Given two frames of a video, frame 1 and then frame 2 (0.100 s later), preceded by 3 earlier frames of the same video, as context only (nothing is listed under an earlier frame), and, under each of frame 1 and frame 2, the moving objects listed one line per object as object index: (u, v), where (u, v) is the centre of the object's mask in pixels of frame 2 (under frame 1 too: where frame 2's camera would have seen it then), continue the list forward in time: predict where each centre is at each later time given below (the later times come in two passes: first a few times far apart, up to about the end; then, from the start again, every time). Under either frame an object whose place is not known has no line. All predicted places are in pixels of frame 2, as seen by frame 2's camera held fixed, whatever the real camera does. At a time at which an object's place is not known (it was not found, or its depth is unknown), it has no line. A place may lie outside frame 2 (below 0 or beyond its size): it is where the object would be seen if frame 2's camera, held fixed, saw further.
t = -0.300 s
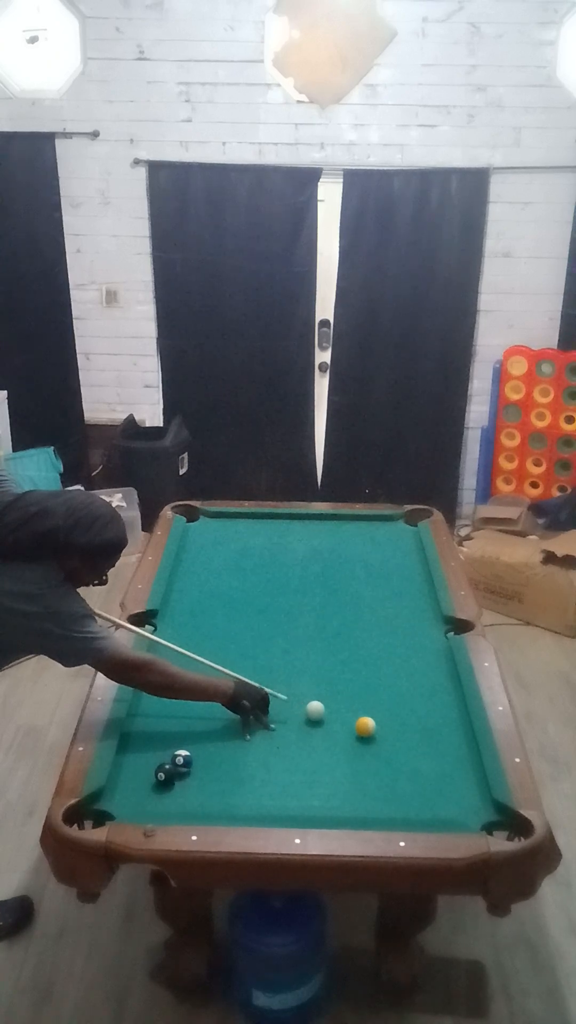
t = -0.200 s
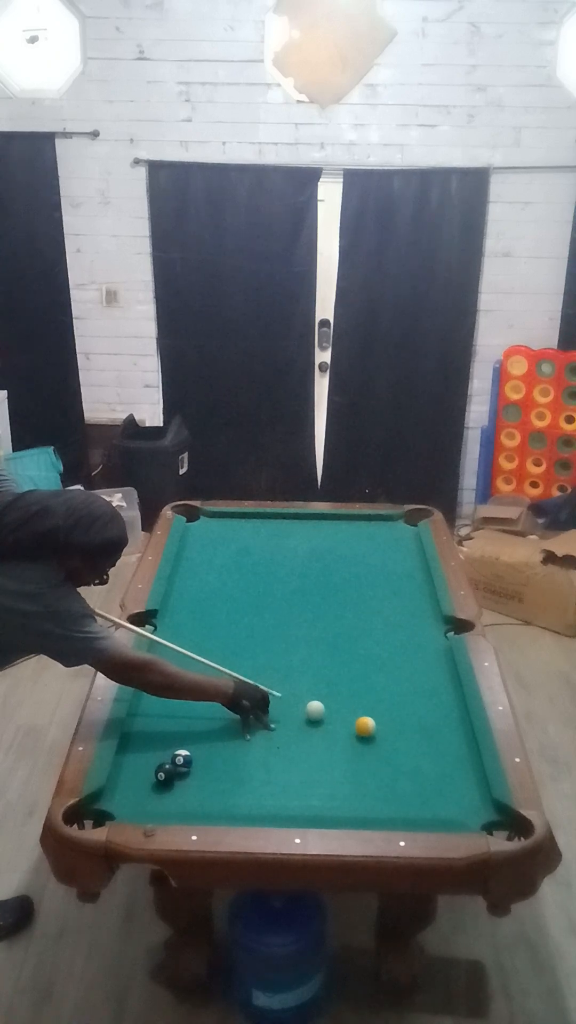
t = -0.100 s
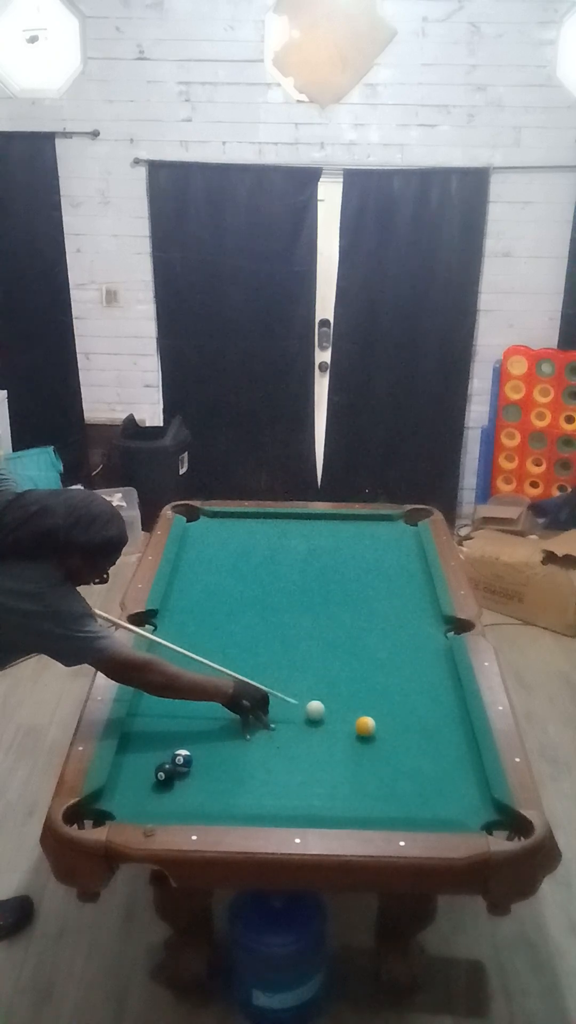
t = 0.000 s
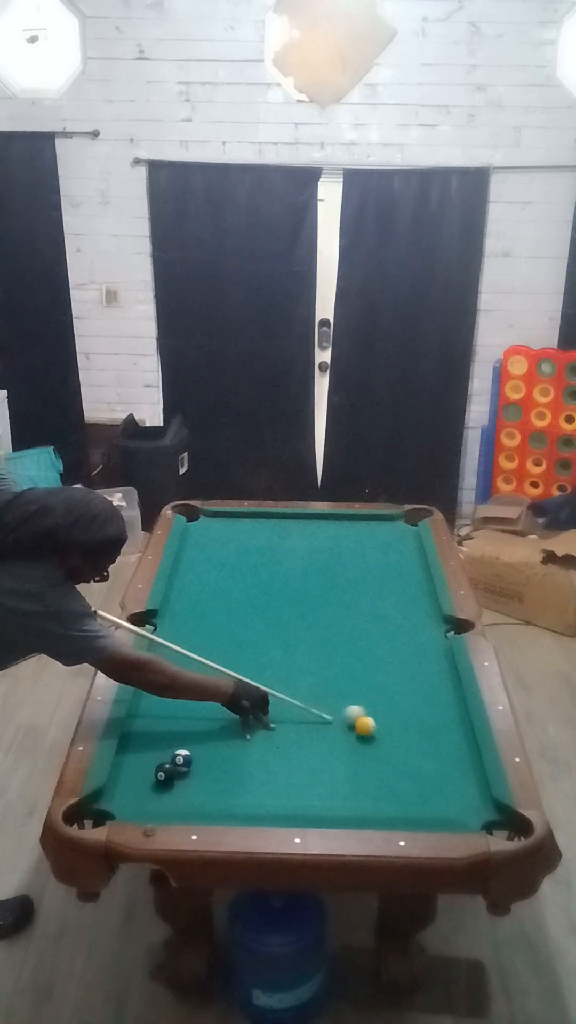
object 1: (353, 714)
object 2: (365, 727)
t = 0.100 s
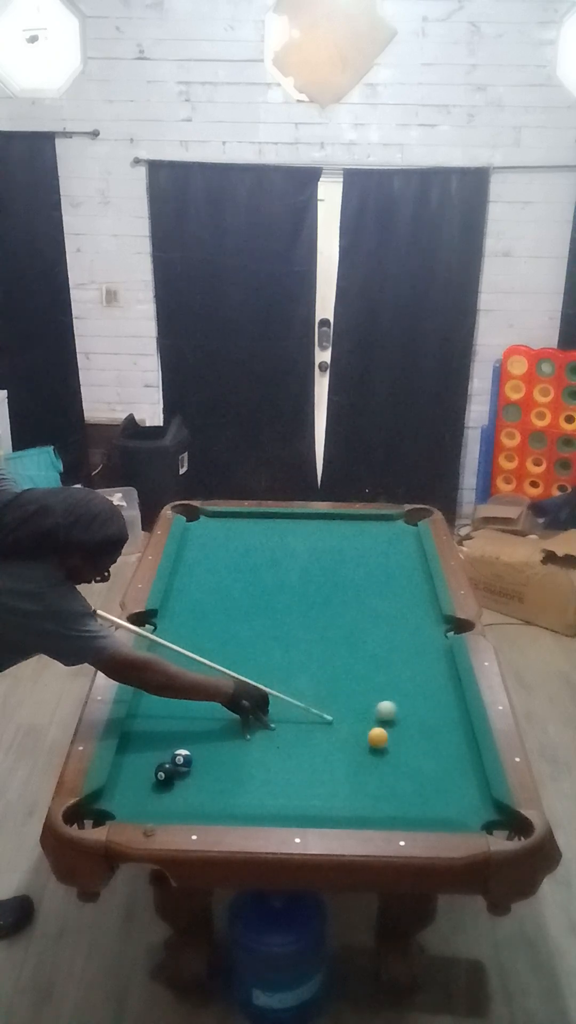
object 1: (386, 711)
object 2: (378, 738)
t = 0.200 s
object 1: (417, 708)
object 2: (389, 750)
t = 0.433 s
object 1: (445, 703)
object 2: (415, 775)
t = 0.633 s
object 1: (422, 703)
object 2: (439, 797)
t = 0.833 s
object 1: (400, 704)
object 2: (460, 809)
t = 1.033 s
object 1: (379, 704)
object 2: (472, 804)
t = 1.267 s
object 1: (357, 704)
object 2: (479, 797)
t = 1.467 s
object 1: (339, 704)
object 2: (470, 792)
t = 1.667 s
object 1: (322, 704)
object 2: (463, 788)
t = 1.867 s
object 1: (307, 704)
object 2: (457, 786)
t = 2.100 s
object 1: (290, 704)
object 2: (453, 784)
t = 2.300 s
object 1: (278, 704)
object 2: (451, 783)
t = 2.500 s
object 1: (267, 704)
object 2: (450, 783)
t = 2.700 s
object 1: (257, 704)
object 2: (451, 783)
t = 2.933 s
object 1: (248, 704)
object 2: (451, 783)
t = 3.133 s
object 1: (242, 704)
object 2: (451, 783)
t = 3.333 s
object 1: (239, 704)
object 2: (451, 783)
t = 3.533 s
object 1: (237, 704)
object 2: (451, 783)
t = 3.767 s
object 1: (236, 704)
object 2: (451, 783)
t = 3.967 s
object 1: (236, 704)
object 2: (451, 783)
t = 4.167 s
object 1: (236, 704)
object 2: (451, 783)
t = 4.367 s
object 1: (236, 704)
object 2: (451, 783)
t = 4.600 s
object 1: (236, 704)
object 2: (451, 783)
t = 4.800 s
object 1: (236, 704)
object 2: (450, 783)
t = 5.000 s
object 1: (236, 704)
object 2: (450, 784)
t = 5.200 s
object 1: (236, 704)
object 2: (451, 783)
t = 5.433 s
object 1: (236, 704)
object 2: (450, 783)
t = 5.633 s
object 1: (236, 704)
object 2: (450, 783)
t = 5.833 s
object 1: (236, 704)
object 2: (450, 783)
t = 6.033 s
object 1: (236, 704)
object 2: (450, 783)
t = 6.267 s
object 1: (236, 704)
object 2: (451, 783)
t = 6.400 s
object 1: (237, 704)
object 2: (450, 783)
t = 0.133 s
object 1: (397, 710)
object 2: (381, 742)
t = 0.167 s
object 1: (407, 709)
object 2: (385, 746)
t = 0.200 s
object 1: (417, 708)
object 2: (389, 750)
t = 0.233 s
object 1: (427, 707)
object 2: (393, 753)
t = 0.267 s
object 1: (437, 705)
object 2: (397, 757)
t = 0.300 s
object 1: (447, 704)
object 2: (400, 760)
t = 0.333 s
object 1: (456, 703)
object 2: (404, 764)
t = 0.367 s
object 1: (453, 703)
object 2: (408, 767)
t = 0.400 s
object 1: (449, 703)
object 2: (411, 771)
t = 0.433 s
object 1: (445, 703)
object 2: (415, 775)
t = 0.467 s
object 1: (441, 703)
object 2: (419, 778)
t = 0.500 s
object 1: (437, 703)
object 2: (423, 782)
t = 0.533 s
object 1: (434, 703)
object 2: (427, 786)
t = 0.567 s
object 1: (429, 703)
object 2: (431, 790)
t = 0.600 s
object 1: (426, 703)
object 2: (435, 793)
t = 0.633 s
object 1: (422, 703)
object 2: (439, 797)
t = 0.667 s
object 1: (418, 703)
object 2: (443, 800)
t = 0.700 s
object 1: (415, 704)
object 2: (447, 804)
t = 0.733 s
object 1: (411, 704)
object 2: (451, 807)
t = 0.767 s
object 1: (407, 704)
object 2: (455, 809)
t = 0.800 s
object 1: (404, 704)
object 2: (458, 810)
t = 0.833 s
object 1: (400, 704)
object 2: (460, 809)
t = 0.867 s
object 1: (397, 704)
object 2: (462, 807)
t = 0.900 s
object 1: (393, 704)
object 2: (465, 807)
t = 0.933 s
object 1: (390, 704)
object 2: (467, 808)
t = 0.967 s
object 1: (386, 704)
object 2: (469, 807)
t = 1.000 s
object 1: (383, 704)
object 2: (470, 805)
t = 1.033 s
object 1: (379, 704)
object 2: (472, 804)
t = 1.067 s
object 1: (376, 704)
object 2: (474, 804)
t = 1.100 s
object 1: (373, 704)
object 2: (476, 802)
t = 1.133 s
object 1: (370, 704)
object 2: (478, 801)
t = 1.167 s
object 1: (367, 704)
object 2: (480, 800)
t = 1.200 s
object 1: (363, 704)
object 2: (482, 798)
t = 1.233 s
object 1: (360, 704)
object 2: (480, 798)
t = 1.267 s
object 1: (357, 704)
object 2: (479, 797)
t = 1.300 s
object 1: (354, 704)
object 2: (477, 796)
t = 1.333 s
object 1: (351, 704)
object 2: (475, 795)
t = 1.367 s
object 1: (348, 704)
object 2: (474, 794)
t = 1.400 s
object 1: (345, 704)
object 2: (473, 794)
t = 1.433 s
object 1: (342, 704)
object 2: (471, 793)
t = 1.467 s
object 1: (339, 704)
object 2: (470, 792)
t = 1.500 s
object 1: (336, 704)
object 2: (468, 792)
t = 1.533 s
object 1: (333, 704)
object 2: (467, 791)
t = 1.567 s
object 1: (330, 704)
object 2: (466, 790)
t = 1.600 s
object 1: (328, 704)
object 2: (465, 790)
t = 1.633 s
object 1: (325, 704)
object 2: (464, 789)
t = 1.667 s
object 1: (322, 704)
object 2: (463, 788)
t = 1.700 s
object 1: (319, 704)
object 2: (462, 788)
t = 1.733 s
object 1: (317, 704)
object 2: (461, 787)
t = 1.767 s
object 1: (314, 704)
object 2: (460, 787)
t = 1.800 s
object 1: (312, 704)
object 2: (459, 786)
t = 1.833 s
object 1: (309, 704)
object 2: (458, 786)
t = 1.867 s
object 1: (307, 704)
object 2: (457, 786)
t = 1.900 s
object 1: (304, 704)
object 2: (457, 786)
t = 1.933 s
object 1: (302, 704)
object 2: (456, 786)
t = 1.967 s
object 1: (300, 704)
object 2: (455, 785)
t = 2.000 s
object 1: (297, 704)
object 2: (455, 785)
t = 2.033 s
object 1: (295, 704)
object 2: (454, 784)
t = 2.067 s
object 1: (292, 704)
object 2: (454, 784)
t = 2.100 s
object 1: (290, 704)
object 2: (453, 784)
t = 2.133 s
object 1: (288, 704)
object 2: (453, 784)
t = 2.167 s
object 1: (286, 704)
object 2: (452, 784)
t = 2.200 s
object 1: (284, 704)
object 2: (452, 783)
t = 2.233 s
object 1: (282, 704)
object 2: (452, 784)
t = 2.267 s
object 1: (280, 704)
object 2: (451, 783)
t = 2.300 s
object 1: (278, 704)
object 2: (451, 783)
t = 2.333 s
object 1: (276, 704)
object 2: (451, 783)
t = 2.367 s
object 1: (274, 704)
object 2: (451, 783)
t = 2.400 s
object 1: (272, 704)
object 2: (451, 783)
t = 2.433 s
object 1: (270, 704)
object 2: (450, 783)
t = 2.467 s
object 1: (268, 704)
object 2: (450, 783)
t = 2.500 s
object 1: (267, 704)
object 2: (450, 783)
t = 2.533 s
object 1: (265, 704)
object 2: (450, 783)
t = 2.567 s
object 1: (263, 704)
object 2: (450, 783)
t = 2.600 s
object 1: (262, 704)
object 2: (450, 783)
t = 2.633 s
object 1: (260, 704)
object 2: (450, 783)
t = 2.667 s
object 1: (258, 704)
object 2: (450, 783)
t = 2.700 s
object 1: (257, 704)
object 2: (451, 783)
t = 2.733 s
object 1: (256, 704)
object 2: (451, 783)
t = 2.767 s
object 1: (254, 704)
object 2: (451, 783)
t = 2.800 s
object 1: (253, 704)
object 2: (451, 783)
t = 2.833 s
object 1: (252, 704)
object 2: (451, 783)
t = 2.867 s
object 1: (250, 704)
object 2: (451, 783)
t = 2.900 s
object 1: (249, 704)
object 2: (451, 783)
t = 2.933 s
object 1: (248, 704)
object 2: (451, 783)
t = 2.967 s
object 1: (247, 704)
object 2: (451, 783)
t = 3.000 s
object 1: (246, 704)
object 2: (451, 783)
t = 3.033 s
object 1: (245, 704)
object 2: (451, 783)
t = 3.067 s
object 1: (244, 704)
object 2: (451, 783)
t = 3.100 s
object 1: (243, 704)
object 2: (451, 783)
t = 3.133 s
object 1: (242, 704)
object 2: (451, 783)
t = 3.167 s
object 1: (242, 704)
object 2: (451, 783)
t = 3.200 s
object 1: (241, 704)
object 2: (451, 783)
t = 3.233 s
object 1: (240, 704)
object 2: (451, 783)
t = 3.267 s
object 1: (240, 704)
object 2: (451, 783)
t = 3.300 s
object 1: (239, 704)
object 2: (451, 783)
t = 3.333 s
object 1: (239, 704)
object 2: (451, 783)
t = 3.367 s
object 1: (238, 704)
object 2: (451, 783)
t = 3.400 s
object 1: (238, 704)
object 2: (451, 783)
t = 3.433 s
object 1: (237, 704)
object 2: (451, 783)
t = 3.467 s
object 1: (237, 704)
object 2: (451, 783)
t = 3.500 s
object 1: (237, 704)
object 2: (451, 783)
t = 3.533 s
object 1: (237, 704)
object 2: (451, 783)
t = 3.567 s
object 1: (236, 704)
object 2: (451, 783)
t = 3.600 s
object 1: (236, 704)
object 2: (451, 783)
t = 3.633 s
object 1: (236, 704)
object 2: (451, 783)
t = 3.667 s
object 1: (236, 704)
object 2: (451, 783)
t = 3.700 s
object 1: (236, 704)
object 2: (451, 783)
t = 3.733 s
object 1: (236, 704)
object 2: (451, 783)
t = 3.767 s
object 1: (236, 704)
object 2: (451, 783)
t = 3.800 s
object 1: (236, 704)
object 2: (451, 783)
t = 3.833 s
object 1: (236, 704)
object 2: (451, 783)
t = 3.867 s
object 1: (236, 704)
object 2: (451, 783)
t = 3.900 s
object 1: (236, 704)
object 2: (451, 783)
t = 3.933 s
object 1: (236, 704)
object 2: (451, 783)
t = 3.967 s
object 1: (236, 704)
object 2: (451, 783)
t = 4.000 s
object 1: (236, 704)
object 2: (451, 784)
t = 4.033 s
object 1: (236, 704)
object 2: (451, 783)
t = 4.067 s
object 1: (236, 704)
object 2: (451, 783)
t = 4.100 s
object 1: (236, 704)
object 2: (451, 783)
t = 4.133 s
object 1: (236, 704)
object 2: (451, 784)
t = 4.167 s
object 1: (236, 704)
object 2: (451, 783)
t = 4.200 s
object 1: (236, 704)
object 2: (451, 783)
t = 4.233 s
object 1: (236, 704)
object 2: (451, 784)
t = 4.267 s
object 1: (236, 704)
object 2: (451, 783)
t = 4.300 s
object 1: (236, 704)
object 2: (451, 783)
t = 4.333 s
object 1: (236, 704)
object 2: (451, 784)
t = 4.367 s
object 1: (236, 704)
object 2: (451, 783)
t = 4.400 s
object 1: (236, 704)
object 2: (451, 783)
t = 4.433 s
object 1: (236, 704)
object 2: (451, 783)
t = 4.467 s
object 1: (236, 704)
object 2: (451, 784)
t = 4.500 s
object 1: (236, 704)
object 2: (451, 783)
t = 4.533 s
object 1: (236, 704)
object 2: (451, 783)
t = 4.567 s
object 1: (236, 704)
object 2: (451, 783)
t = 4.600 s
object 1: (236, 704)
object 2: (451, 783)
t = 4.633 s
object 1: (236, 704)
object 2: (451, 783)
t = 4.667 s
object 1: (236, 704)
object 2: (451, 783)
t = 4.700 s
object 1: (236, 704)
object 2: (451, 783)
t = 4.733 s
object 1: (236, 704)
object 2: (450, 783)
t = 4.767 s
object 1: (236, 704)
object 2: (450, 783)
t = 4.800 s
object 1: (236, 704)
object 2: (450, 783)
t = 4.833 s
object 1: (236, 704)
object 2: (450, 783)
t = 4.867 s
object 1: (236, 704)
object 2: (450, 784)
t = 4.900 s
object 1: (236, 704)
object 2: (450, 783)
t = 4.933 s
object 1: (236, 704)
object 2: (450, 783)
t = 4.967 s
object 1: (236, 704)
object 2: (451, 783)
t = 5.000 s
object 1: (236, 704)
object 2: (450, 784)
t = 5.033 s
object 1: (236, 704)
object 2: (450, 783)
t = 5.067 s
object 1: (236, 704)
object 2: (451, 783)
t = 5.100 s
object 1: (236, 704)
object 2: (451, 783)
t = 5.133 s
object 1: (236, 704)
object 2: (451, 783)
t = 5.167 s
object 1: (236, 704)
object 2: (451, 783)
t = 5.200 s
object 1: (236, 704)
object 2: (451, 783)
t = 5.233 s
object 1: (236, 704)
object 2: (451, 783)
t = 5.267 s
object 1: (236, 704)
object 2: (450, 783)
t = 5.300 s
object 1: (236, 704)
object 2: (450, 783)
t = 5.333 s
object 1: (236, 704)
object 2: (450, 783)
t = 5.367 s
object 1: (236, 704)
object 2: (450, 783)
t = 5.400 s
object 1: (236, 704)
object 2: (450, 783)
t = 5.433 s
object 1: (236, 704)
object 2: (450, 783)
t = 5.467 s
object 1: (236, 704)
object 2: (451, 783)
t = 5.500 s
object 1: (236, 704)
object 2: (450, 783)
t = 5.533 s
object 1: (236, 704)
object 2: (450, 783)
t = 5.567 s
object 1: (236, 704)
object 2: (451, 783)
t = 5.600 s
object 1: (236, 704)
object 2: (450, 783)
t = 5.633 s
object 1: (236, 704)
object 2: (450, 783)
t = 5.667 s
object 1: (236, 704)
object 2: (450, 783)
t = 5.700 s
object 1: (236, 704)
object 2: (450, 783)
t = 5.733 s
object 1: (236, 704)
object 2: (450, 783)
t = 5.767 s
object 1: (236, 704)
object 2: (450, 783)
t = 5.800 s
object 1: (236, 704)
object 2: (450, 783)
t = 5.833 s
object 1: (236, 704)
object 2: (450, 783)
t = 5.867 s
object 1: (236, 704)
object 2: (450, 783)
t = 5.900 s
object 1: (236, 704)
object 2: (450, 783)
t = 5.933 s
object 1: (236, 704)
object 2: (450, 783)
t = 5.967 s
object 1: (236, 704)
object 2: (450, 783)
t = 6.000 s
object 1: (236, 704)
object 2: (450, 783)
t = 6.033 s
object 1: (236, 704)
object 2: (450, 783)
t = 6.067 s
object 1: (236, 704)
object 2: (450, 783)
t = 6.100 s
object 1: (236, 704)
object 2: (450, 783)
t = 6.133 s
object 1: (236, 704)
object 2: (451, 783)
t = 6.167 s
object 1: (236, 704)
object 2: (451, 783)
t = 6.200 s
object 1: (236, 704)
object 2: (451, 783)
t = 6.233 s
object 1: (236, 704)
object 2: (450, 783)
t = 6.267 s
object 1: (236, 704)
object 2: (451, 783)
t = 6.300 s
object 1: (237, 704)
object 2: (450, 783)
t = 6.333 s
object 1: (237, 704)
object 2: (451, 783)
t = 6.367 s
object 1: (237, 704)
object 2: (451, 783)
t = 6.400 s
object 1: (237, 704)
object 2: (450, 783)
